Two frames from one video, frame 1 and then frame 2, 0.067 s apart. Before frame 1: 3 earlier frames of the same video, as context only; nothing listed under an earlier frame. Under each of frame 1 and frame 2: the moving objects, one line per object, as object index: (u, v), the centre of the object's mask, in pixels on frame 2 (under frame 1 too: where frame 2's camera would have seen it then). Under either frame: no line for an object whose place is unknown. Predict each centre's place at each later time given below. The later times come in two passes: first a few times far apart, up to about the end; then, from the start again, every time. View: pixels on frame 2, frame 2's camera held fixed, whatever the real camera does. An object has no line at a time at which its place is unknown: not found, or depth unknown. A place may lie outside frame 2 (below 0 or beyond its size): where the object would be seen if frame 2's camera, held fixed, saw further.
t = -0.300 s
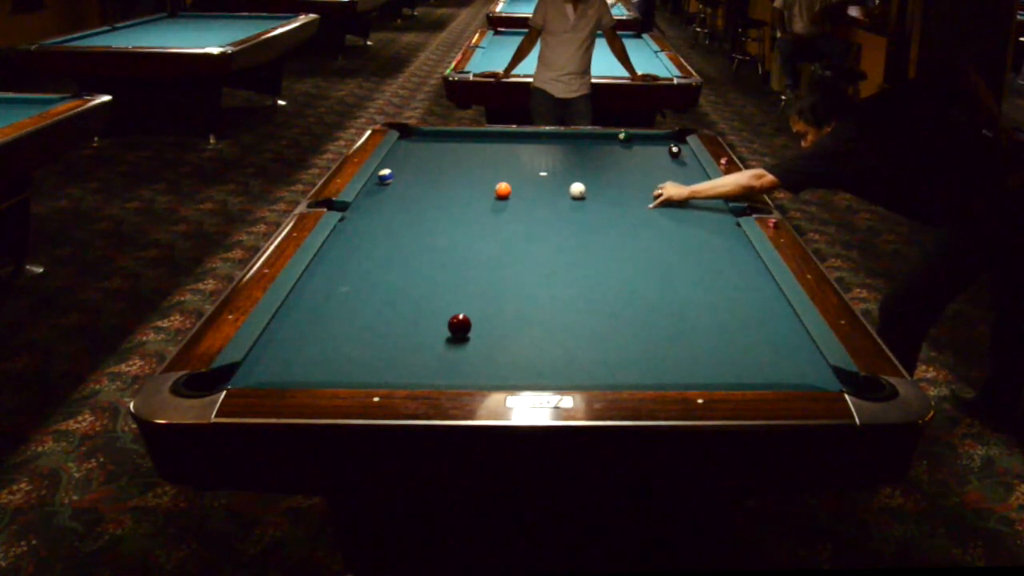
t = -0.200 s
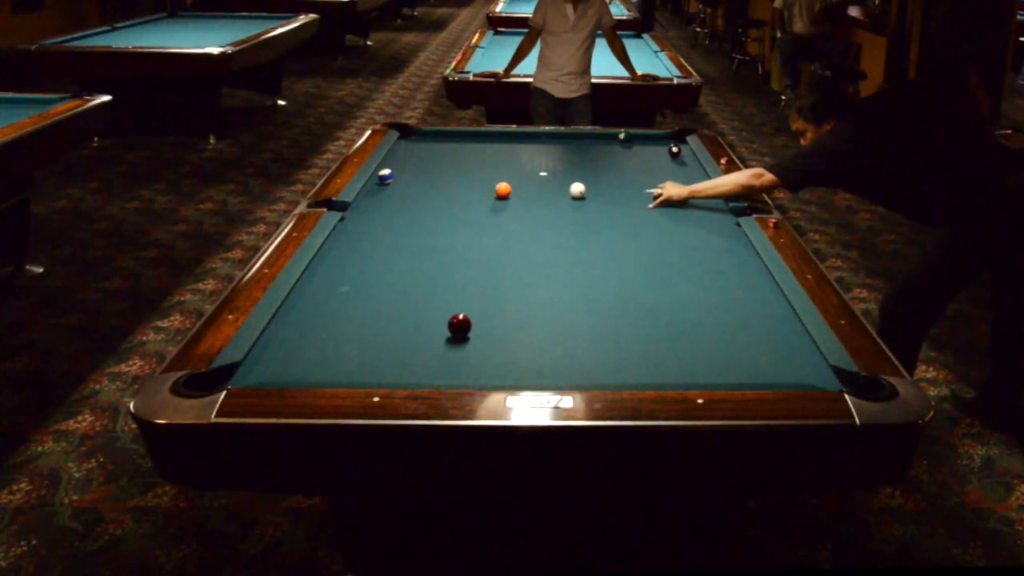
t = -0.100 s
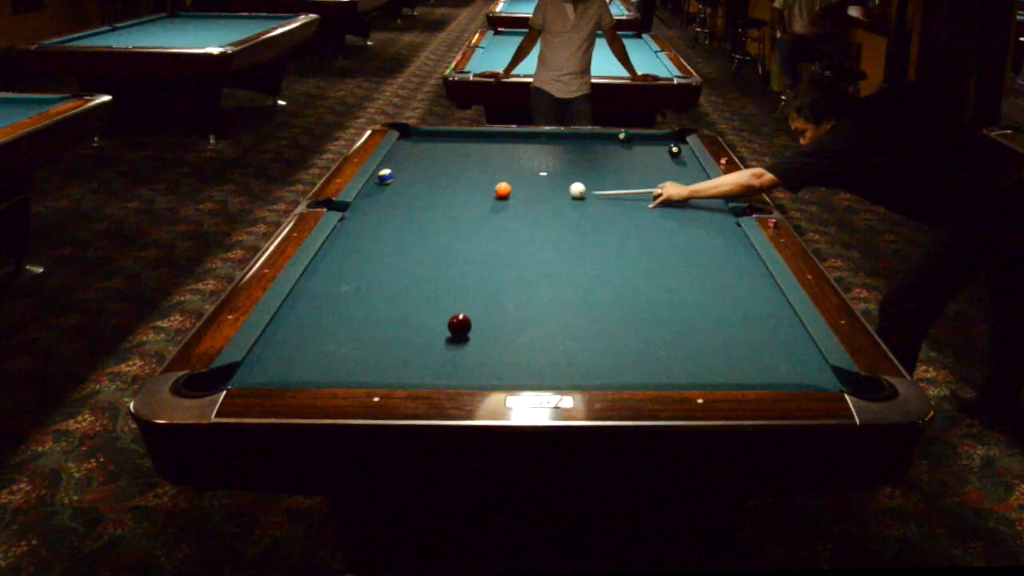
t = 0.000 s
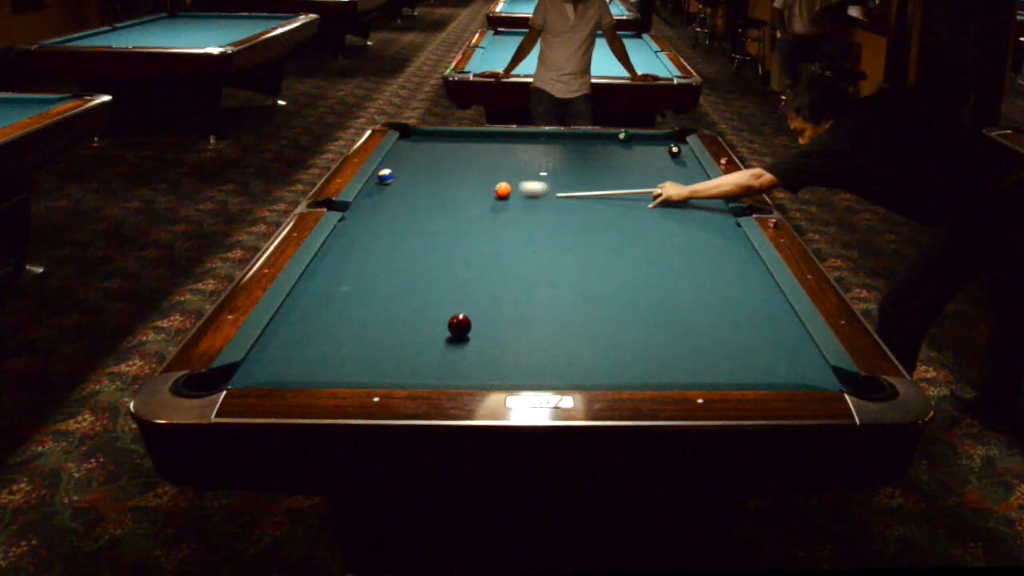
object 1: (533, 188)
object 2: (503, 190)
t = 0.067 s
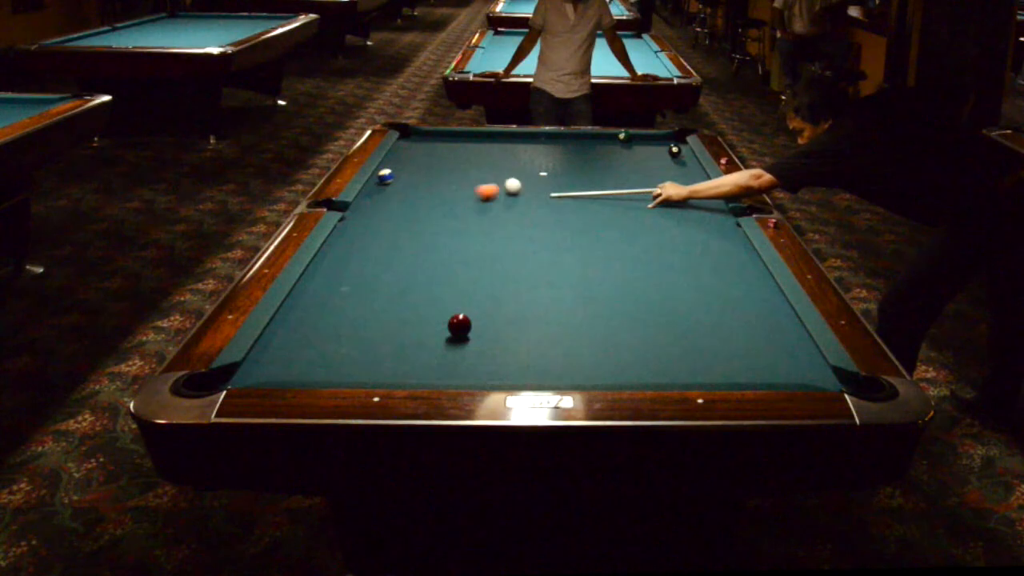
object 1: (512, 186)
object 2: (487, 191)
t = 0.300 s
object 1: (503, 175)
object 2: (404, 202)
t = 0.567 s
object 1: (499, 167)
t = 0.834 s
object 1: (495, 158)
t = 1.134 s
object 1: (492, 150)
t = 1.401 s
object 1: (489, 144)
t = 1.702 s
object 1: (487, 137)
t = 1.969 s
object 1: (486, 134)
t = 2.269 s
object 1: (490, 137)
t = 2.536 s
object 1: (493, 139)
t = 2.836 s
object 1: (496, 142)
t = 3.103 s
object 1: (499, 144)
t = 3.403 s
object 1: (501, 146)
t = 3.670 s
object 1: (504, 147)
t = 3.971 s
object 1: (506, 149)
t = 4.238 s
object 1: (508, 149)
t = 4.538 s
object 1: (508, 149)
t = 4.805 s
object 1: (508, 149)
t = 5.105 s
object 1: (508, 149)
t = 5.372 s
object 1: (508, 149)
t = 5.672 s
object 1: (508, 149)
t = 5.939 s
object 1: (508, 149)
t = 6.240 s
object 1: (508, 149)
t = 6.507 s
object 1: (508, 149)
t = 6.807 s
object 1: (508, 149)
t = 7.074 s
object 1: (508, 149)
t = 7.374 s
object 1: (508, 149)
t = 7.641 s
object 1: (508, 149)
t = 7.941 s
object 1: (508, 149)
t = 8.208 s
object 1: (508, 149)
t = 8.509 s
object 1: (508, 149)
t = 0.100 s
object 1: (509, 184)
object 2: (474, 193)
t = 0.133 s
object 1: (507, 182)
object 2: (461, 195)
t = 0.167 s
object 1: (505, 181)
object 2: (450, 196)
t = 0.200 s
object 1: (504, 179)
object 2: (438, 197)
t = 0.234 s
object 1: (504, 178)
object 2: (427, 199)
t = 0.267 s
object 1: (503, 177)
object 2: (415, 200)
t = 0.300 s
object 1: (503, 175)
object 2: (404, 202)
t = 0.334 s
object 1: (502, 175)
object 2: (392, 203)
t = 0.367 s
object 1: (502, 173)
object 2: (381, 205)
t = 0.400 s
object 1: (501, 172)
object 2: (369, 206)
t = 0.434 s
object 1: (501, 171)
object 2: (358, 207)
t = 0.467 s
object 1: (500, 170)
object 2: (346, 208)
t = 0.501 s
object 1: (500, 169)
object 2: (336, 209)
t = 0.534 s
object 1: (499, 168)
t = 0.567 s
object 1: (499, 167)
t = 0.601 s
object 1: (498, 165)
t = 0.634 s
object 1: (498, 164)
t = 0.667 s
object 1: (497, 163)
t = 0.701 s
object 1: (497, 162)
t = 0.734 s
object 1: (496, 161)
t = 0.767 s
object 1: (496, 160)
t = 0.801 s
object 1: (496, 159)
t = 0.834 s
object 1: (495, 158)
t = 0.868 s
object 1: (495, 157)
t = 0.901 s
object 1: (494, 156)
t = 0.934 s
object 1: (494, 156)
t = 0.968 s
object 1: (493, 154)
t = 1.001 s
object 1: (493, 154)
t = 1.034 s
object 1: (493, 153)
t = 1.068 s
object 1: (492, 152)
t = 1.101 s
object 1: (492, 151)
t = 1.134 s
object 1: (492, 150)
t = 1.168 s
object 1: (491, 149)
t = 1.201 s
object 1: (491, 148)
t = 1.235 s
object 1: (491, 148)
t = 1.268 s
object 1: (490, 147)
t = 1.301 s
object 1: (490, 146)
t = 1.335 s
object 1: (490, 145)
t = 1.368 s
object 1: (489, 144)
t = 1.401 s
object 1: (489, 144)
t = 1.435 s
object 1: (489, 143)
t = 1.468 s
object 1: (489, 142)
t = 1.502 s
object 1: (488, 142)
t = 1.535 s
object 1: (488, 141)
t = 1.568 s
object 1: (488, 140)
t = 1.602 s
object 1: (488, 139)
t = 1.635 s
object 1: (487, 139)
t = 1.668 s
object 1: (487, 138)
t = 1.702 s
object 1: (487, 137)
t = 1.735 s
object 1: (487, 137)
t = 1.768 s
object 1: (486, 136)
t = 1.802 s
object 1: (486, 135)
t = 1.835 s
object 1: (486, 135)
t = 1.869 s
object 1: (486, 134)
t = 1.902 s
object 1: (485, 133)
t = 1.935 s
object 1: (486, 133)
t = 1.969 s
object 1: (486, 134)
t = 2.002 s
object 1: (486, 134)
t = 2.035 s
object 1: (487, 134)
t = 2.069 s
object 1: (487, 135)
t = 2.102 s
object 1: (488, 135)
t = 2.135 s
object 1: (488, 135)
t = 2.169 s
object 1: (489, 136)
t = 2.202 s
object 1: (489, 136)
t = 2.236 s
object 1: (489, 137)
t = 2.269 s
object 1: (490, 137)
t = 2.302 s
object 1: (490, 137)
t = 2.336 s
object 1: (491, 138)
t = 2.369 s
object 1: (491, 138)
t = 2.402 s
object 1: (491, 138)
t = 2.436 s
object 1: (492, 138)
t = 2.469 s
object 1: (492, 139)
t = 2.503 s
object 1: (492, 139)
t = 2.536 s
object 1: (493, 139)
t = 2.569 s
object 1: (493, 140)
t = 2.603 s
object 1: (494, 140)
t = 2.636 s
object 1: (494, 141)
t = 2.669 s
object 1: (495, 141)
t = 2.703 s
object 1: (495, 141)
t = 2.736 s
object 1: (495, 141)
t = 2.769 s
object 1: (495, 142)
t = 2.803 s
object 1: (496, 142)
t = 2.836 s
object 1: (496, 142)
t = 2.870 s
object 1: (496, 142)
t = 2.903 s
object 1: (497, 143)
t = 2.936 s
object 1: (497, 143)
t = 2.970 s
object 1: (497, 143)
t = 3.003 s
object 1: (498, 143)
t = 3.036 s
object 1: (498, 144)
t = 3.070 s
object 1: (499, 144)
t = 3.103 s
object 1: (499, 144)
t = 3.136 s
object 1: (499, 144)
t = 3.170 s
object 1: (499, 145)
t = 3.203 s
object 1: (500, 145)
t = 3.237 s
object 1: (500, 145)
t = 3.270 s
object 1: (500, 145)
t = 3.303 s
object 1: (501, 145)
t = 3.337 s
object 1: (501, 145)
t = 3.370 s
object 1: (501, 146)
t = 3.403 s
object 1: (501, 146)
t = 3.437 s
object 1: (502, 146)
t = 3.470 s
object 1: (502, 146)
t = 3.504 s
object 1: (502, 146)
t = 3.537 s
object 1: (503, 147)
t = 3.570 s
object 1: (503, 147)
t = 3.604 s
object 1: (503, 147)
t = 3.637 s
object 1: (503, 147)
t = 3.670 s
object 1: (504, 147)
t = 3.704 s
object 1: (504, 148)
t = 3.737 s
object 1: (504, 148)
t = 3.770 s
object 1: (505, 148)
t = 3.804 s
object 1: (505, 148)
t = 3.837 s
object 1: (505, 148)
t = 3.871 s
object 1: (505, 148)
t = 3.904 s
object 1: (505, 148)
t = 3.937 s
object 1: (506, 148)
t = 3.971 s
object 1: (506, 149)
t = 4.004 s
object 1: (506, 149)
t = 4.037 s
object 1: (507, 149)
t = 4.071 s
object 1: (507, 149)
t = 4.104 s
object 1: (507, 149)
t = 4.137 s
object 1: (507, 149)
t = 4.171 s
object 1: (507, 149)
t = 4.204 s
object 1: (507, 149)
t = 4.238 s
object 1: (508, 149)
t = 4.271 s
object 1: (508, 149)
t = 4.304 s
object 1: (508, 149)
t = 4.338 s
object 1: (508, 149)
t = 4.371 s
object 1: (508, 149)
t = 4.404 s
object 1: (508, 149)
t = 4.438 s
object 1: (508, 149)
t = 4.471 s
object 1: (508, 149)
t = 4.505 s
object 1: (508, 149)
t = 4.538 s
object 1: (508, 149)
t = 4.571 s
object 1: (508, 149)
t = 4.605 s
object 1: (508, 149)
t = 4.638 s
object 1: (508, 149)
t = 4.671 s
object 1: (508, 149)
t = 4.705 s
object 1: (508, 149)
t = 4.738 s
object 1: (508, 149)
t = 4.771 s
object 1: (508, 149)
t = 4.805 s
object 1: (508, 149)
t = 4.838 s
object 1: (508, 149)
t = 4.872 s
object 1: (508, 149)
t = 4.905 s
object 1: (508, 149)
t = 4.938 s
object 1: (508, 149)
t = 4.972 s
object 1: (508, 149)
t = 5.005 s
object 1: (508, 149)
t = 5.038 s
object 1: (508, 149)
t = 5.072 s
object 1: (508, 149)
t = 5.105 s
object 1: (508, 149)
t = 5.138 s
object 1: (508, 149)
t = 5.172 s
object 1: (508, 149)
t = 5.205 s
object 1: (508, 149)
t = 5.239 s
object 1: (508, 149)
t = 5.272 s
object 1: (508, 149)
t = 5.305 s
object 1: (508, 149)
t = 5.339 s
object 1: (508, 149)
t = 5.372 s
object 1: (508, 149)
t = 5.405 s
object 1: (508, 149)
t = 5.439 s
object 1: (508, 149)
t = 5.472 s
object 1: (508, 149)
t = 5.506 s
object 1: (508, 149)
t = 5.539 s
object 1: (508, 149)
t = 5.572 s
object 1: (508, 149)
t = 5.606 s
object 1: (508, 149)
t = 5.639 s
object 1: (508, 149)
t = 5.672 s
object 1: (508, 149)
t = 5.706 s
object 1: (508, 149)
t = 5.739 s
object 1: (508, 149)
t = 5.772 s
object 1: (508, 149)
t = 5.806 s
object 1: (508, 149)
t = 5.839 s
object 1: (508, 149)
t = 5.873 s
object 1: (508, 149)
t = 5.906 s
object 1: (508, 149)
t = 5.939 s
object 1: (508, 149)
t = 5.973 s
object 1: (508, 149)
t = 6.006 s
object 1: (508, 149)
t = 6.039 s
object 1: (508, 149)
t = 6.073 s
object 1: (508, 149)
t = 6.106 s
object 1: (508, 149)
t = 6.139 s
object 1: (508, 149)
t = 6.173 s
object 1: (508, 149)
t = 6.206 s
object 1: (508, 149)
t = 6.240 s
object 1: (508, 149)
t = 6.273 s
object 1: (508, 149)
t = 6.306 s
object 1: (508, 149)
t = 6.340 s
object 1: (508, 149)
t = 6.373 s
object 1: (508, 149)
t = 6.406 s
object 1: (508, 149)
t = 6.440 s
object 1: (508, 149)
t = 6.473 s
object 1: (508, 149)
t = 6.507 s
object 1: (508, 149)
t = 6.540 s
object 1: (508, 149)
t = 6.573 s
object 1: (508, 149)
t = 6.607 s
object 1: (508, 149)
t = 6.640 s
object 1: (508, 149)
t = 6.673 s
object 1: (508, 149)
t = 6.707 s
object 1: (508, 149)
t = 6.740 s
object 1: (508, 149)
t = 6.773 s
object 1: (508, 149)
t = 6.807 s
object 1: (508, 149)
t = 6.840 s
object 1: (508, 149)
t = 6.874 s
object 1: (508, 149)
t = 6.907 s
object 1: (508, 149)
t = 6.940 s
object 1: (508, 149)
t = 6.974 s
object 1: (508, 149)
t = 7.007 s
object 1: (508, 149)
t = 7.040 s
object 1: (508, 149)
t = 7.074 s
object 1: (508, 149)
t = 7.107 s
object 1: (508, 149)
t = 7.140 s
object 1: (508, 149)
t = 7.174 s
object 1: (508, 149)
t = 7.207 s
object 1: (508, 149)
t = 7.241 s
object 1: (508, 149)
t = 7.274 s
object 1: (508, 149)
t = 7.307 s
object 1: (508, 149)
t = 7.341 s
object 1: (508, 149)
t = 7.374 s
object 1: (508, 149)
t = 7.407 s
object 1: (508, 149)
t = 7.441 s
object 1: (508, 149)
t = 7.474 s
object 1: (508, 149)
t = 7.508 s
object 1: (508, 149)
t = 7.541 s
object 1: (508, 149)
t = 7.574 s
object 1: (508, 149)
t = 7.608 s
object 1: (508, 149)
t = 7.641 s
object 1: (508, 149)
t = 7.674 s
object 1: (508, 149)
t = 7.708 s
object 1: (508, 149)
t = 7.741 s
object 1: (508, 149)
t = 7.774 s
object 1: (508, 149)
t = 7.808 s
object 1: (508, 149)
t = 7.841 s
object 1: (508, 149)
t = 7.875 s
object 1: (508, 149)
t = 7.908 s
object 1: (508, 149)
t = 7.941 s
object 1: (508, 149)
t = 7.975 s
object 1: (508, 149)
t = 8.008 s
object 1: (508, 149)
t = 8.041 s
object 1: (508, 149)
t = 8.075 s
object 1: (508, 149)
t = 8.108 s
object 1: (508, 149)
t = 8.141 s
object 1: (508, 149)
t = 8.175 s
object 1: (508, 149)
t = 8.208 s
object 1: (508, 149)
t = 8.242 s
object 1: (508, 149)
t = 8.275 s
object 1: (508, 149)
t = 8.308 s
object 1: (508, 149)
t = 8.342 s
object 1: (508, 149)
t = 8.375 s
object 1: (508, 149)
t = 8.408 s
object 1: (508, 149)
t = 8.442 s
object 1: (508, 149)
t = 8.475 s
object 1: (508, 149)
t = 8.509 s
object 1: (508, 149)
